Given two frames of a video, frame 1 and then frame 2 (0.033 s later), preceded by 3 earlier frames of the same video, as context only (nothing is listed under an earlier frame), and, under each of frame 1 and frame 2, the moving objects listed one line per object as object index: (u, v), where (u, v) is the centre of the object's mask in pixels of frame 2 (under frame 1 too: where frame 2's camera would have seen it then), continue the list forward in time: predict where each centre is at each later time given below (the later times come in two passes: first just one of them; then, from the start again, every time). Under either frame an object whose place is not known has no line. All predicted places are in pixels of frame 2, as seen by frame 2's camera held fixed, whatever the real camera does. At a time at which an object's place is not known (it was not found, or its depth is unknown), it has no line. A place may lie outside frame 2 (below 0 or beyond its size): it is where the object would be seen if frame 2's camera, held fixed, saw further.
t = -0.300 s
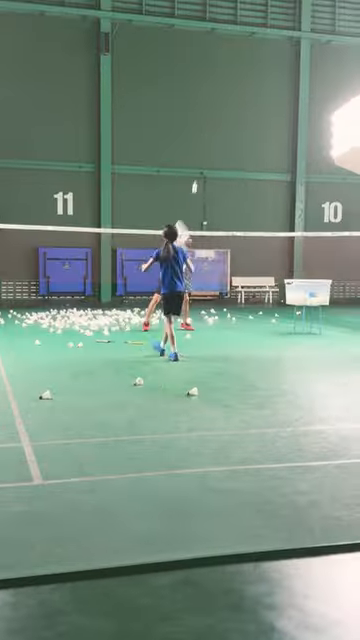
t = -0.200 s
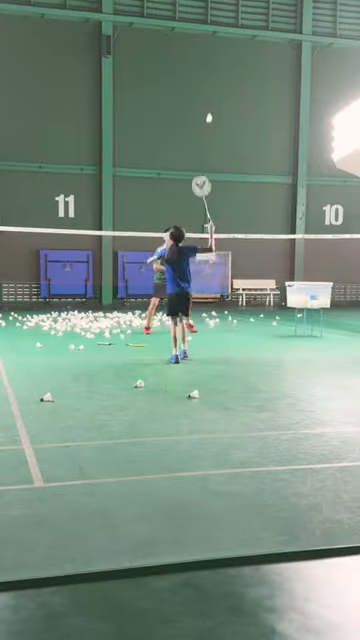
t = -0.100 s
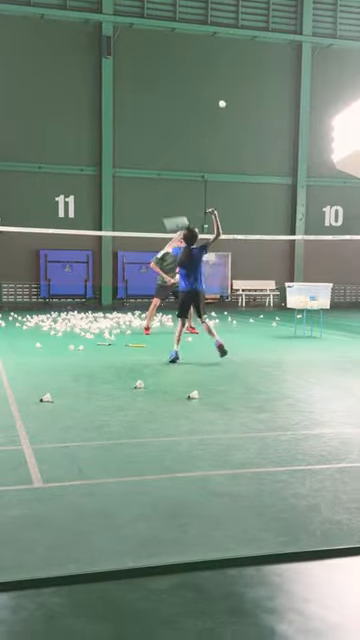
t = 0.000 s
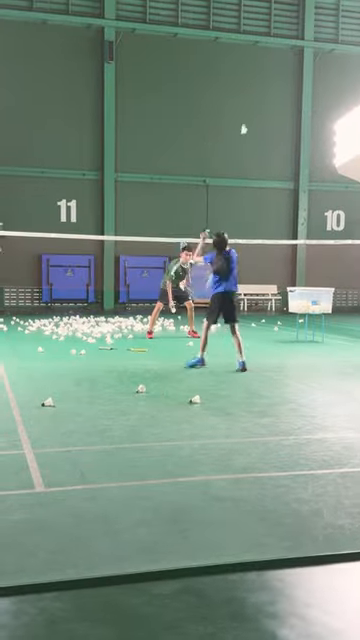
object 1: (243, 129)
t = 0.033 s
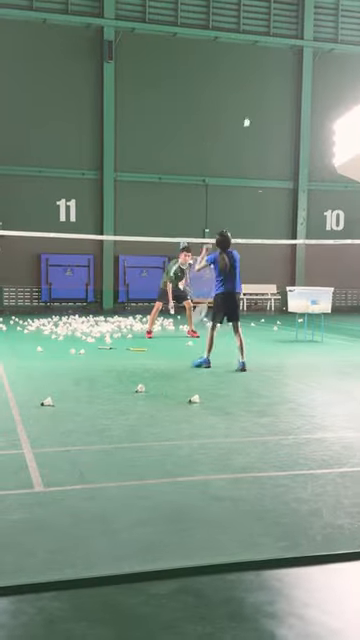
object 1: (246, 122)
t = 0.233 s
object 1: (260, 195)
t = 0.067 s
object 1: (249, 121)
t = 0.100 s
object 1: (254, 135)
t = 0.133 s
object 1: (256, 143)
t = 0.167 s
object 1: (258, 166)
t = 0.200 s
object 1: (259, 180)
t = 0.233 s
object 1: (260, 195)
